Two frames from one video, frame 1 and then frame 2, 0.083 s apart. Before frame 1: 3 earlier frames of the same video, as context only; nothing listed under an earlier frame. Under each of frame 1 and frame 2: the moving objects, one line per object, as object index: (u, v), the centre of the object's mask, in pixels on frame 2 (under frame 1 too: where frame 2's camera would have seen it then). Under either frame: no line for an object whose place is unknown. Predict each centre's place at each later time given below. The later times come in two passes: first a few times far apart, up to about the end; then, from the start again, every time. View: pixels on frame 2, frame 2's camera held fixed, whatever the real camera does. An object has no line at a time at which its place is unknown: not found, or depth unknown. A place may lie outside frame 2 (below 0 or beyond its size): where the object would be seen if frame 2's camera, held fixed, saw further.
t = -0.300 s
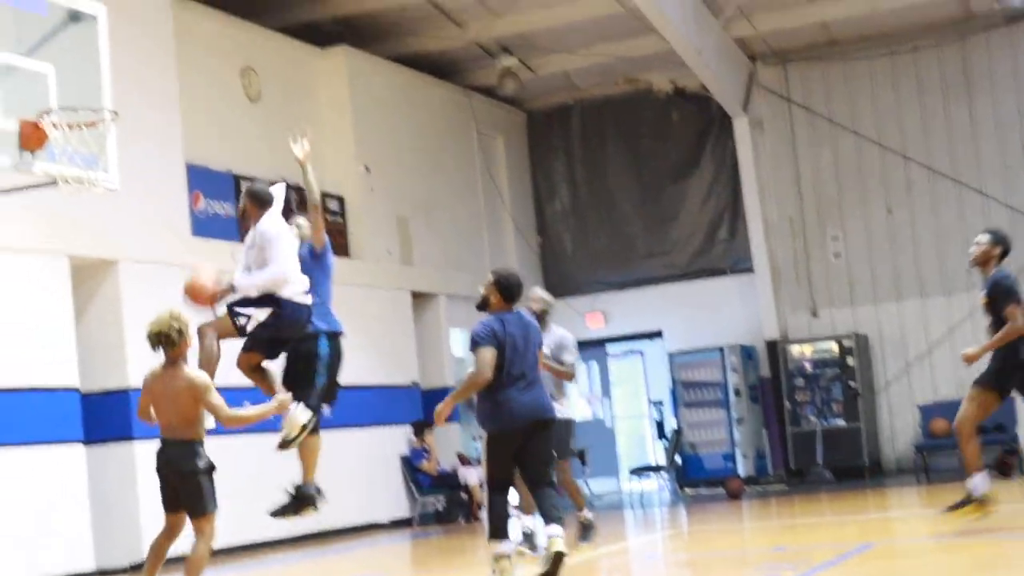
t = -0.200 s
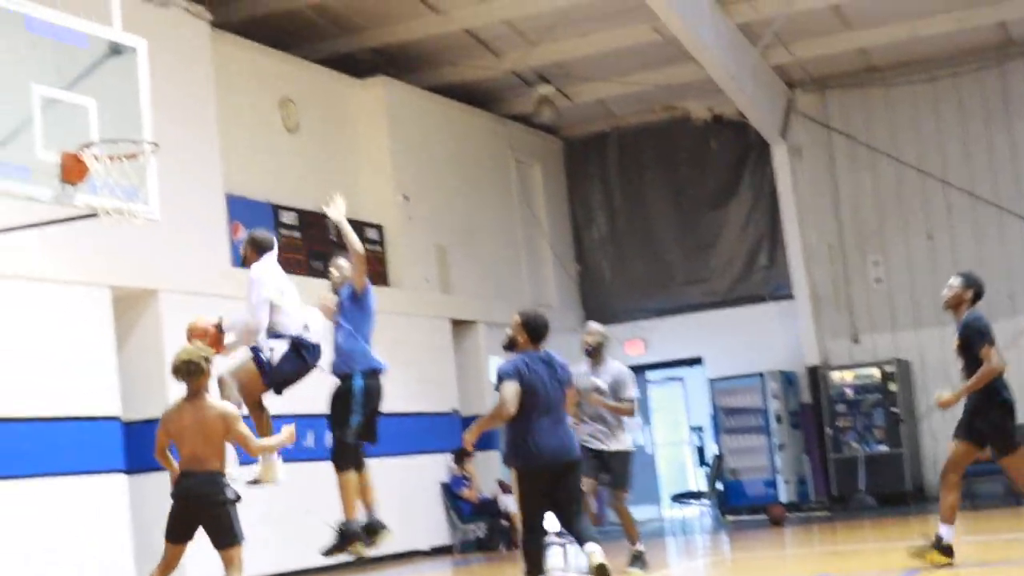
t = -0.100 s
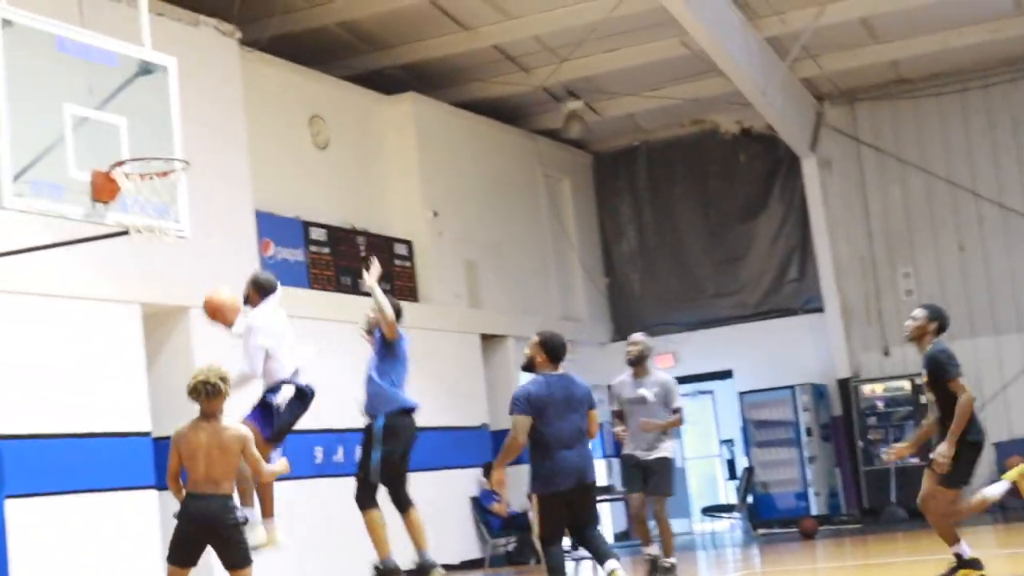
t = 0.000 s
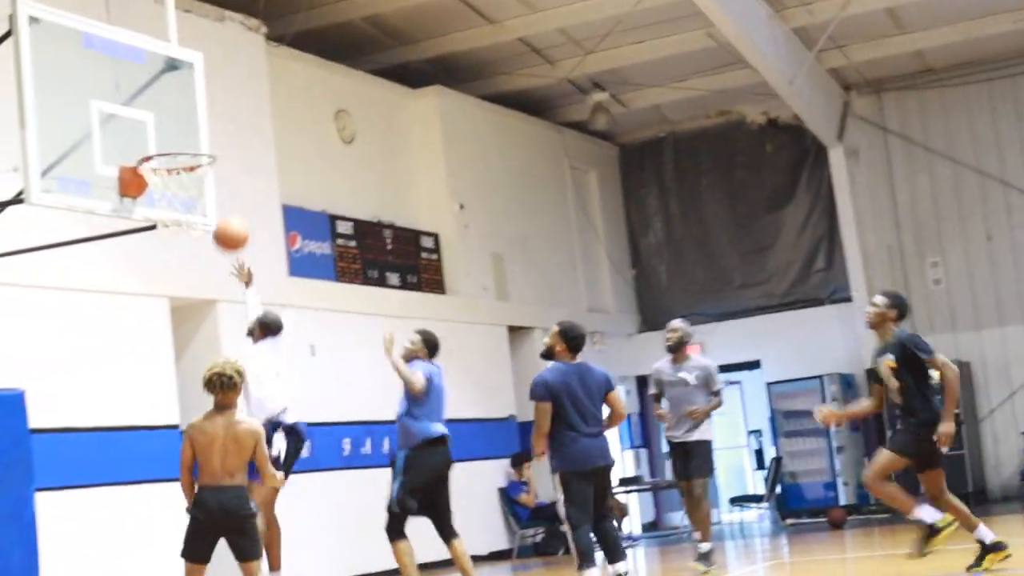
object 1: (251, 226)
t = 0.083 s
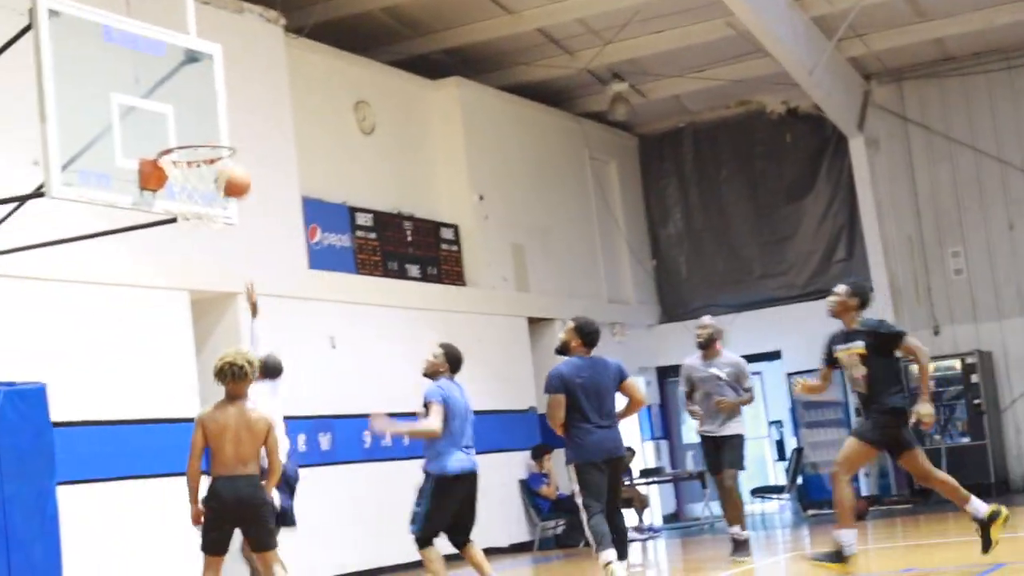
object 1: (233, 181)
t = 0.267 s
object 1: (203, 116)
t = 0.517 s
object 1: (208, 113)
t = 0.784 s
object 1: (194, 163)
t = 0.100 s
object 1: (236, 175)
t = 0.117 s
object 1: (235, 169)
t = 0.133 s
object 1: (213, 156)
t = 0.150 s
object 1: (213, 147)
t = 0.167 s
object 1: (215, 137)
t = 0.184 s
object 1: (211, 133)
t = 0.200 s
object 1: (208, 130)
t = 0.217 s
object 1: (205, 127)
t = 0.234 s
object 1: (204, 124)
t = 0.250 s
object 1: (203, 120)
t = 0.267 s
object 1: (203, 116)
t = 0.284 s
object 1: (204, 113)
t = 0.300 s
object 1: (204, 111)
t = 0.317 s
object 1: (204, 109)
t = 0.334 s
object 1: (204, 107)
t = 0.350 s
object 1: (204, 105)
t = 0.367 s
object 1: (204, 104)
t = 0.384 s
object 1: (205, 103)
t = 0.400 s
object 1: (205, 103)
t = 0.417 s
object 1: (206, 103)
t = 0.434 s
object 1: (206, 104)
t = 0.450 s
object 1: (206, 105)
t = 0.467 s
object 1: (207, 106)
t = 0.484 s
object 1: (207, 108)
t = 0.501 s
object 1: (208, 110)
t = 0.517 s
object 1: (208, 113)
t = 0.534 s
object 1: (209, 116)
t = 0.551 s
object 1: (210, 119)
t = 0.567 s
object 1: (210, 123)
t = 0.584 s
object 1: (211, 127)
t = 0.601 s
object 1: (212, 132)
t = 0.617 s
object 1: (213, 133)
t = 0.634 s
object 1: (214, 135)
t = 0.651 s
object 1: (212, 136)
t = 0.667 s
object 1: (210, 144)
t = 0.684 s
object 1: (207, 146)
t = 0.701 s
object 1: (205, 148)
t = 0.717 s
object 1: (202, 150)
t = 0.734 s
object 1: (201, 152)
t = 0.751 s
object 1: (199, 155)
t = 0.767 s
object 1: (196, 158)
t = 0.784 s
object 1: (194, 163)
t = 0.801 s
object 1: (191, 166)
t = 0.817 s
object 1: (188, 171)
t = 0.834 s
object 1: (186, 176)
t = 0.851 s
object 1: (184, 181)
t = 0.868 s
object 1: (181, 184)
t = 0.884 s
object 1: (178, 189)
